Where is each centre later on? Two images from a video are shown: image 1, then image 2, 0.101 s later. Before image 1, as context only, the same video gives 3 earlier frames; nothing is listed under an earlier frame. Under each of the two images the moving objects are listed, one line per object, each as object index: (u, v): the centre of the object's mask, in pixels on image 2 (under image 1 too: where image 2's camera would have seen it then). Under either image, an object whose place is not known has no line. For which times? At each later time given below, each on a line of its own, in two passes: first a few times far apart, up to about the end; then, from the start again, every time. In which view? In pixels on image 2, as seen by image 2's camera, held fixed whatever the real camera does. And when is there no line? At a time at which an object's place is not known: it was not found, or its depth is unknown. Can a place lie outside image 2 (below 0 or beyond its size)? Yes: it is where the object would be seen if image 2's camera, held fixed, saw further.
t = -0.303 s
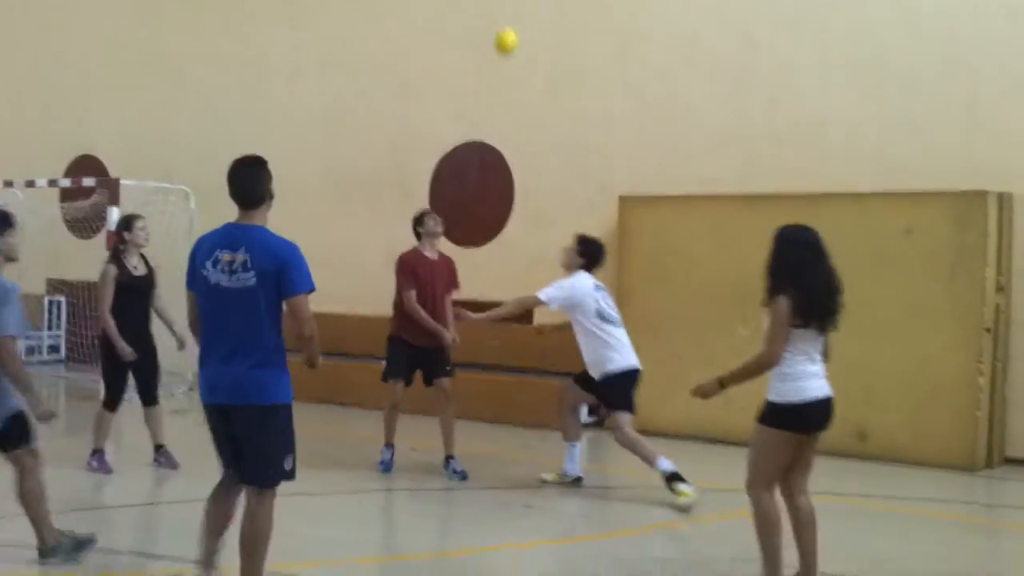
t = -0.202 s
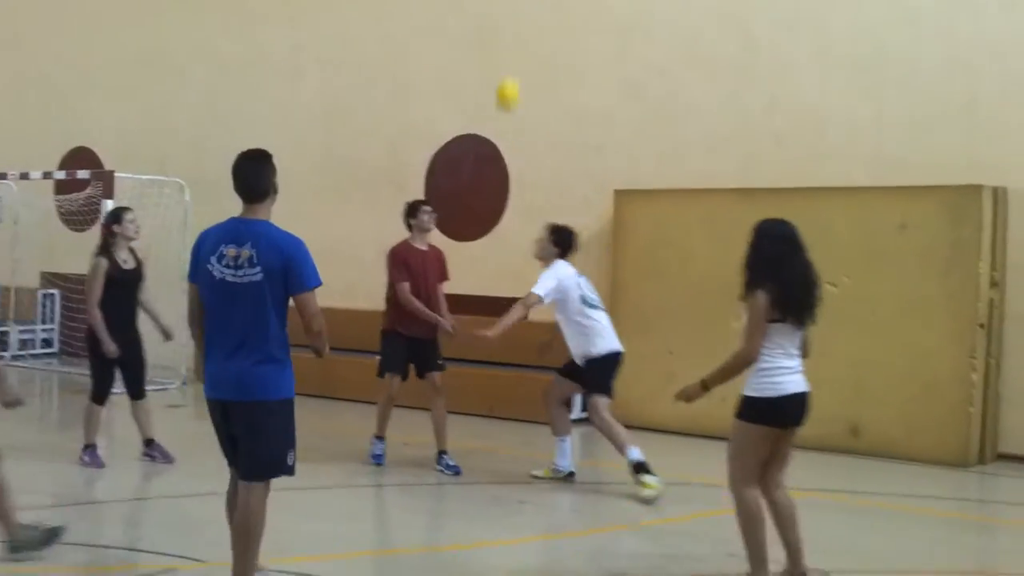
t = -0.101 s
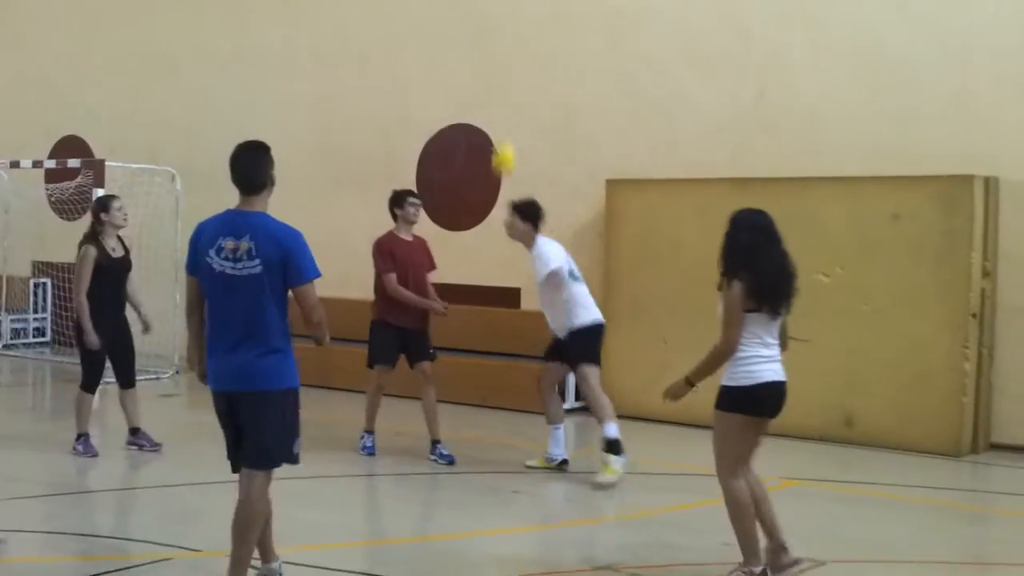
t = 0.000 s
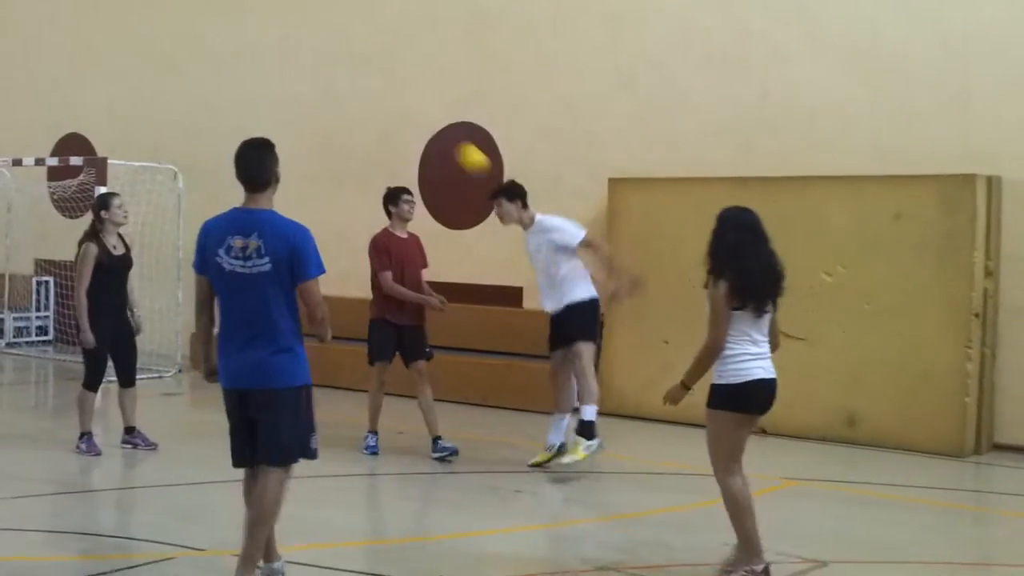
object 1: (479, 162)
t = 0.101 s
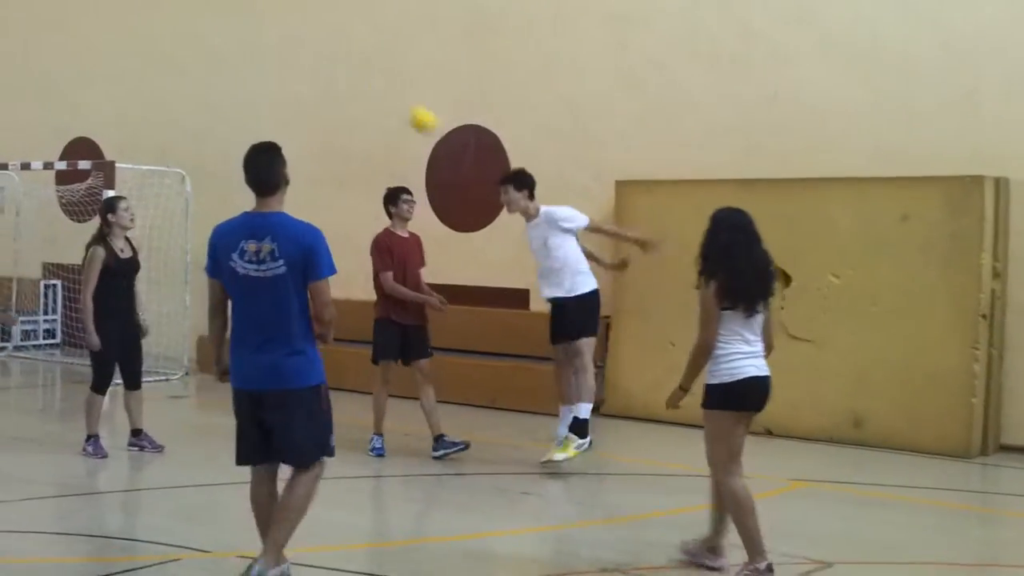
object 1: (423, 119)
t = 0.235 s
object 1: (349, 86)
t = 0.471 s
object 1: (226, 91)
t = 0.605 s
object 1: (161, 131)
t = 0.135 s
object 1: (403, 109)
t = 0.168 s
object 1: (384, 99)
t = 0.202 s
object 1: (367, 92)
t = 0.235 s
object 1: (349, 86)
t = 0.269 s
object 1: (331, 82)
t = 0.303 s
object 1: (312, 79)
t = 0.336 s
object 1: (295, 78)
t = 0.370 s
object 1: (278, 79)
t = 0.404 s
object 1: (260, 82)
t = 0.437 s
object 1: (243, 86)
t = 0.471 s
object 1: (226, 91)
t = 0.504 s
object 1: (209, 99)
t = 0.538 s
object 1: (193, 108)
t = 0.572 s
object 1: (177, 119)
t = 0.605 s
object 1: (161, 131)
